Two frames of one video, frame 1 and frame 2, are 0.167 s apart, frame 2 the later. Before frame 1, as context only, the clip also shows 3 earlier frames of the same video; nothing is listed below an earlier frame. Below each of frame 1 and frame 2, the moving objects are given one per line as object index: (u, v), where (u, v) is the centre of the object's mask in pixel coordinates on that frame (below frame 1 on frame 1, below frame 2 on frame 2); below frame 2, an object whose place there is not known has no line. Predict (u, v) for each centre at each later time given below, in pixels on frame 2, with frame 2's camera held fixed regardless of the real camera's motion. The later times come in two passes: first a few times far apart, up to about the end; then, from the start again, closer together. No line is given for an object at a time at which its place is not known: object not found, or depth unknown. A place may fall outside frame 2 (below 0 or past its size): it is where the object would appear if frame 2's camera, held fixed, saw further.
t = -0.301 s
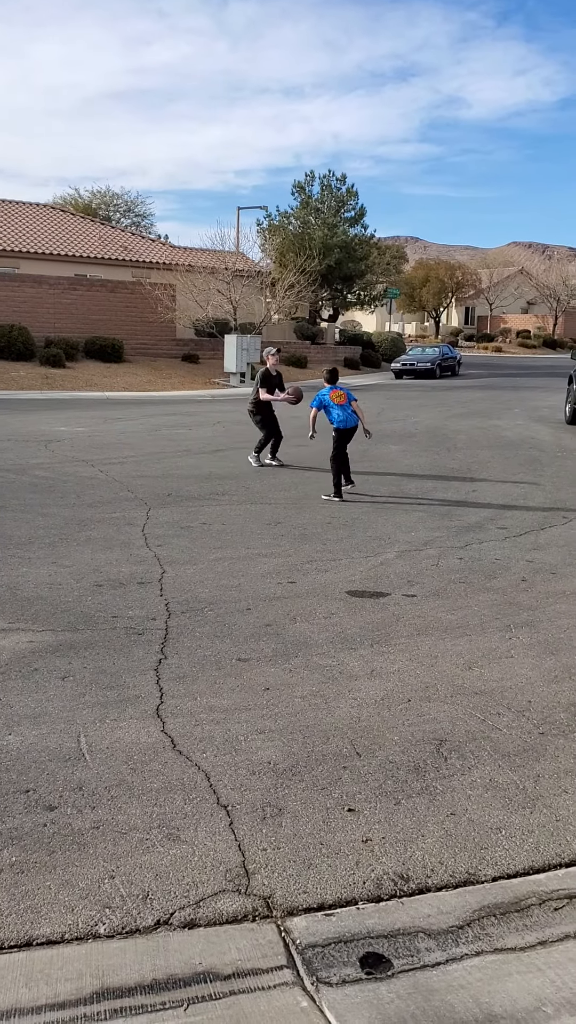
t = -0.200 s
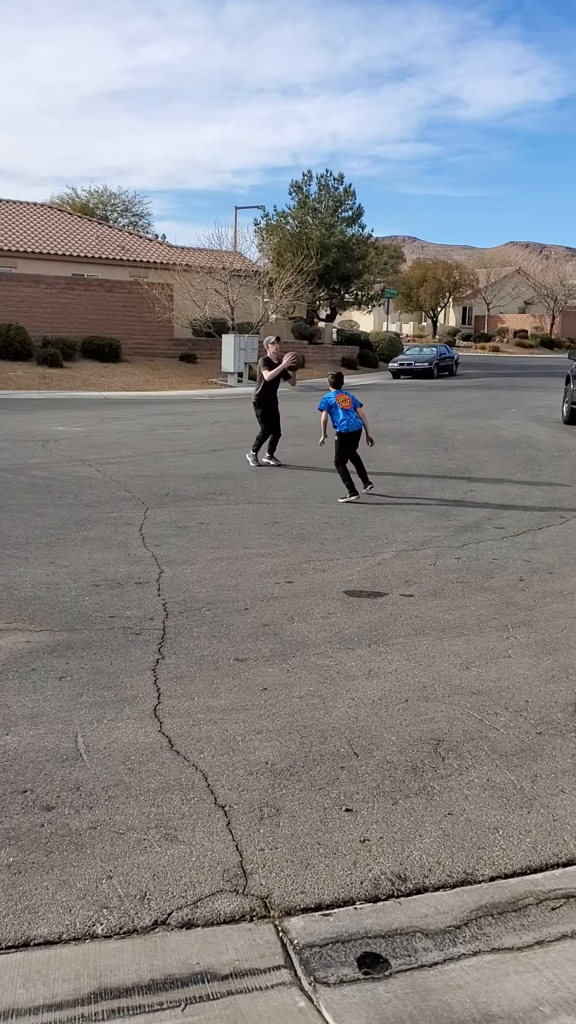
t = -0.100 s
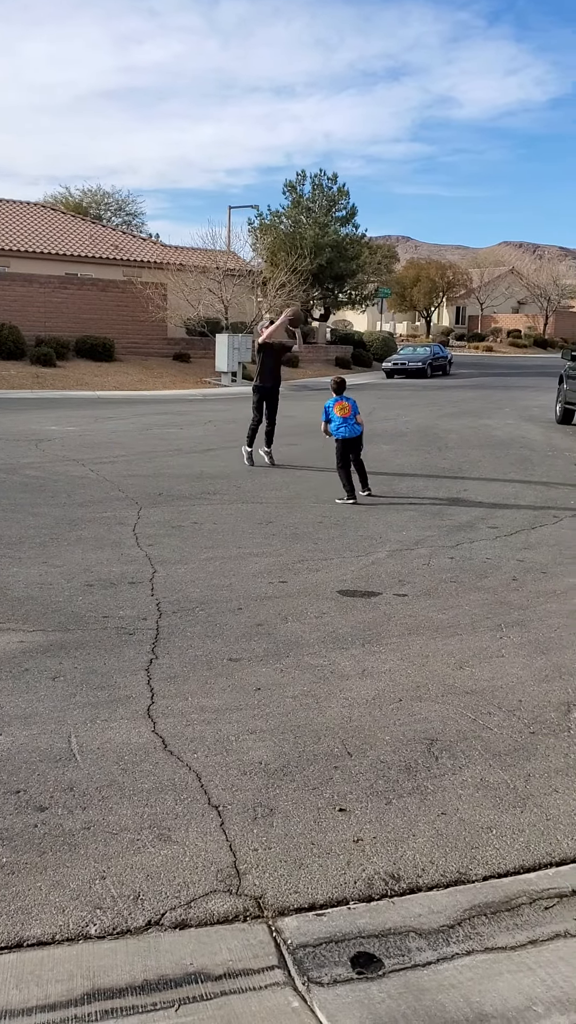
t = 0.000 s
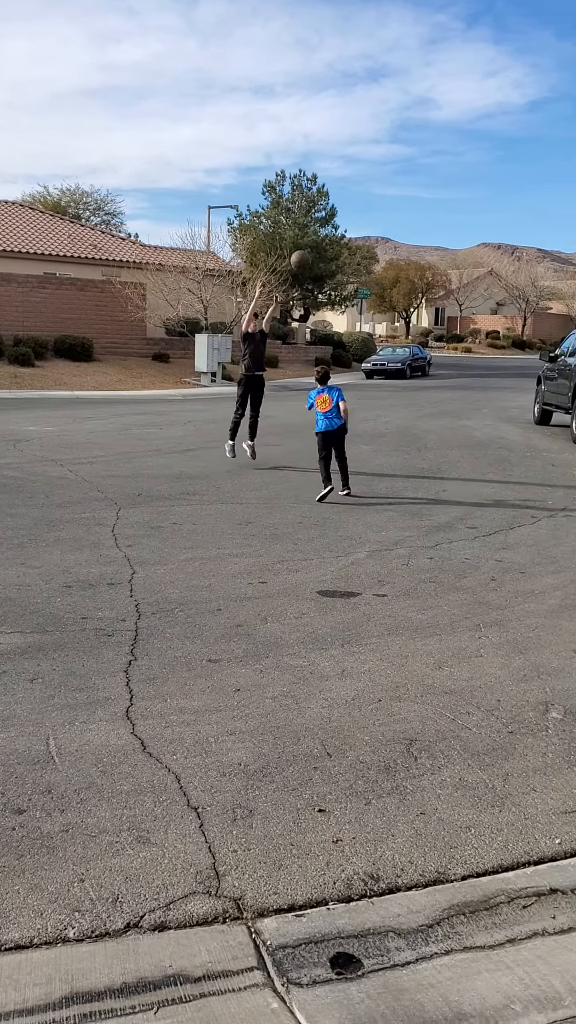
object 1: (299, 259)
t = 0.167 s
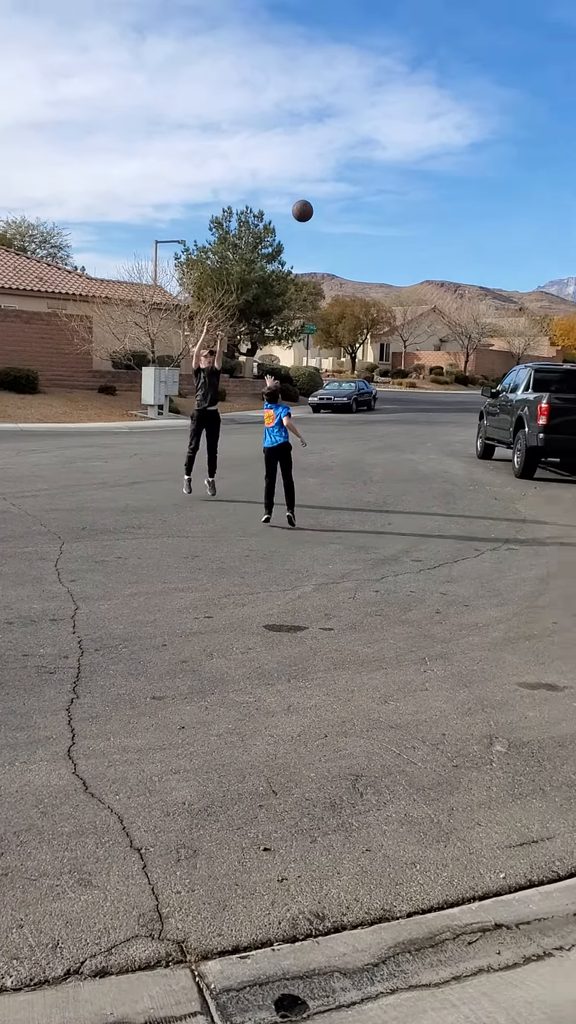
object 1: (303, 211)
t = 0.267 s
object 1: (338, 167)
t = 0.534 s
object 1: (444, 79)
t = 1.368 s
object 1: (676, 183)
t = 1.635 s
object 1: (575, 201)
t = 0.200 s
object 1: (314, 196)
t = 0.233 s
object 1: (326, 181)
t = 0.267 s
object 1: (338, 167)
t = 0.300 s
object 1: (350, 153)
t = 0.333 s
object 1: (362, 141)
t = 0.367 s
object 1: (375, 129)
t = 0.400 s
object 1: (388, 117)
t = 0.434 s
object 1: (402, 106)
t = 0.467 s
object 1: (415, 97)
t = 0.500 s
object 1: (429, 88)
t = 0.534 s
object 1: (444, 79)
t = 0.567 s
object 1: (459, 73)
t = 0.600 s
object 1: (474, 67)
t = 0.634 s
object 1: (489, 62)
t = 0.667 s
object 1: (505, 59)
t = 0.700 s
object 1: (520, 57)
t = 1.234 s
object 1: (726, 207)
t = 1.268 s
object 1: (715, 199)
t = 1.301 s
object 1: (702, 193)
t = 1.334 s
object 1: (689, 187)
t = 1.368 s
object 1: (676, 183)
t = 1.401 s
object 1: (663, 181)
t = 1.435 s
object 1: (650, 180)
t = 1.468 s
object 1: (638, 180)
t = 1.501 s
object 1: (625, 182)
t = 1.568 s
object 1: (600, 189)
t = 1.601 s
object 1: (588, 194)
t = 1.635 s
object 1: (575, 201)
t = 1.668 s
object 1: (563, 209)
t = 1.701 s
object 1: (551, 218)
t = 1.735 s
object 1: (540, 228)
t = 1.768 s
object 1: (528, 239)
